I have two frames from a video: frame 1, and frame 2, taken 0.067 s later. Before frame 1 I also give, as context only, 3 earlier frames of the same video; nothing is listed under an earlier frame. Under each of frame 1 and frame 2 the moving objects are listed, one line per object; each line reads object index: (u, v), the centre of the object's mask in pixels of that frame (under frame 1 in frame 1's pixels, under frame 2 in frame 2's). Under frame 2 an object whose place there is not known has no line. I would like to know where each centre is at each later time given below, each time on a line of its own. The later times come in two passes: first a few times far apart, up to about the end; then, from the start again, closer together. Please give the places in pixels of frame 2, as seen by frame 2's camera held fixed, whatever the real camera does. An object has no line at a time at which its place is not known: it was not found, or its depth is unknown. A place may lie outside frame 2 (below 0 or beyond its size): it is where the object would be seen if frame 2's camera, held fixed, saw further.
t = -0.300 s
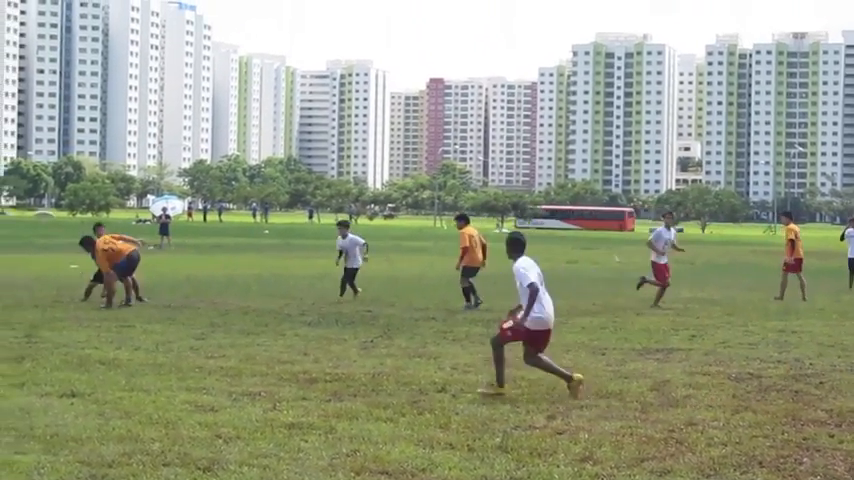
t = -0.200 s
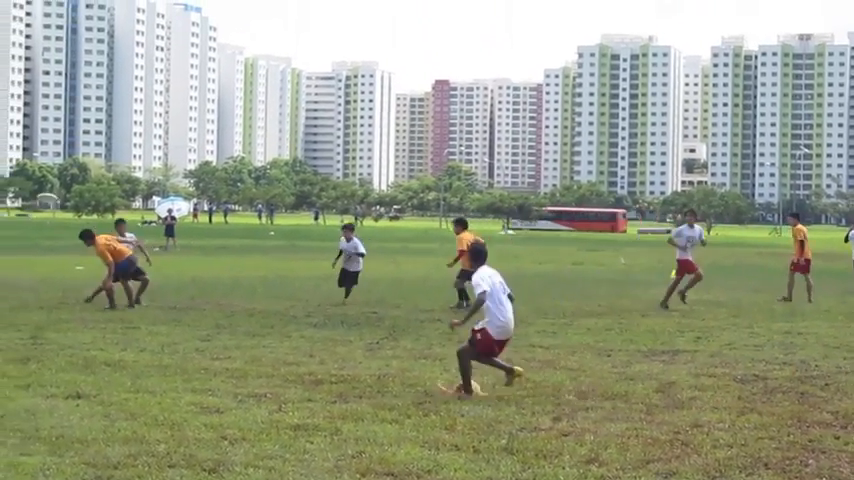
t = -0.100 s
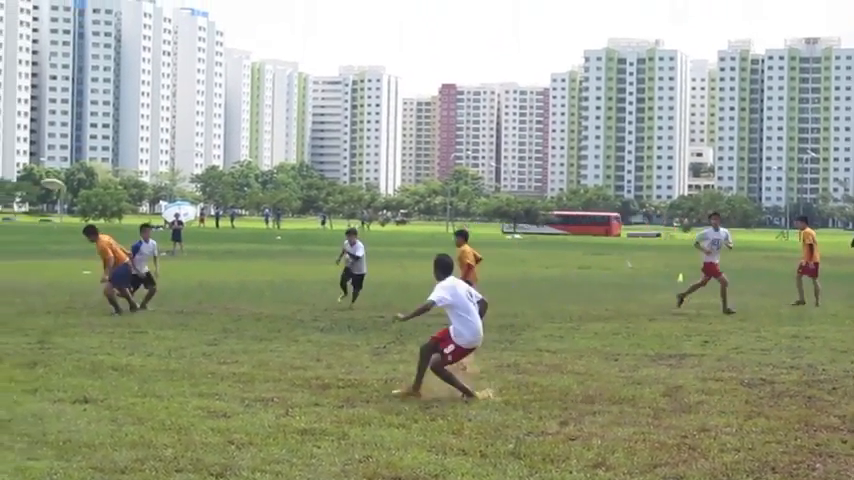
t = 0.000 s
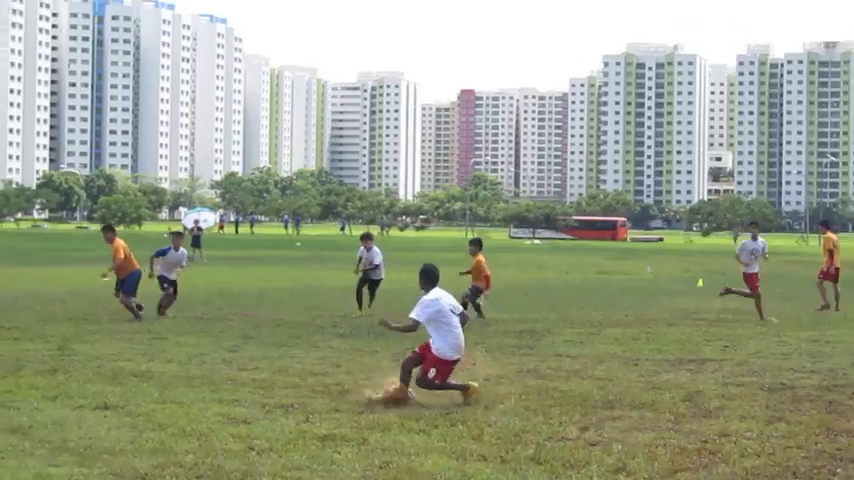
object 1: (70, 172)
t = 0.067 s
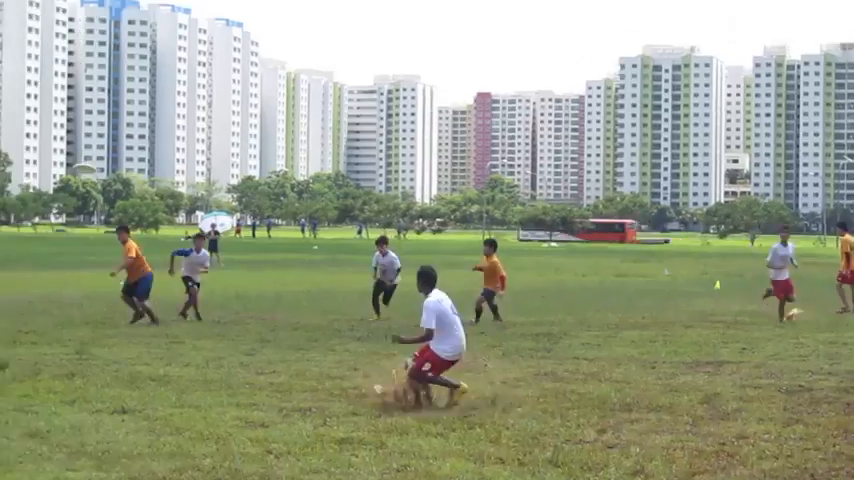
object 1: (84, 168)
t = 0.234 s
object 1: (80, 143)
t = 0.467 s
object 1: (78, 110)
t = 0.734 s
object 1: (75, 85)
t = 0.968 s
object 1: (72, 88)
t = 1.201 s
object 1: (73, 109)
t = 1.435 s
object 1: (77, 146)
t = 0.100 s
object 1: (83, 162)
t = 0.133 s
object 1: (83, 158)
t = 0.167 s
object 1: (81, 152)
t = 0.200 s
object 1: (81, 147)
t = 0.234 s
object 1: (80, 143)
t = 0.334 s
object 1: (79, 129)
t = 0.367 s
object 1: (78, 125)
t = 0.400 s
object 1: (78, 119)
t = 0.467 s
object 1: (78, 110)
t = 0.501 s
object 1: (77, 106)
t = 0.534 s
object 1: (77, 101)
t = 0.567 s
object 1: (77, 98)
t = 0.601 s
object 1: (76, 94)
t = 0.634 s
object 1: (75, 91)
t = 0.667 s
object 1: (76, 88)
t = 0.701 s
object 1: (75, 87)
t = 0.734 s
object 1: (75, 85)
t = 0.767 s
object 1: (74, 84)
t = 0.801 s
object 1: (73, 84)
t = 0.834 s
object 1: (73, 84)
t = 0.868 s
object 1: (72, 85)
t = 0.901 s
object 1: (72, 85)
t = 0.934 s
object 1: (72, 87)
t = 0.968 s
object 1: (72, 88)
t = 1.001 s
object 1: (71, 90)
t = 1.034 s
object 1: (70, 92)
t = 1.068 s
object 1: (72, 94)
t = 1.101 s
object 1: (72, 98)
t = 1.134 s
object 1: (71, 101)
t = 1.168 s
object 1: (72, 104)
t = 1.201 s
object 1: (73, 109)
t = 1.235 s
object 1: (74, 113)
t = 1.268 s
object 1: (74, 119)
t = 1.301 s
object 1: (75, 123)
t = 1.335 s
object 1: (75, 128)
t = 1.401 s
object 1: (76, 141)
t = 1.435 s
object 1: (77, 146)
